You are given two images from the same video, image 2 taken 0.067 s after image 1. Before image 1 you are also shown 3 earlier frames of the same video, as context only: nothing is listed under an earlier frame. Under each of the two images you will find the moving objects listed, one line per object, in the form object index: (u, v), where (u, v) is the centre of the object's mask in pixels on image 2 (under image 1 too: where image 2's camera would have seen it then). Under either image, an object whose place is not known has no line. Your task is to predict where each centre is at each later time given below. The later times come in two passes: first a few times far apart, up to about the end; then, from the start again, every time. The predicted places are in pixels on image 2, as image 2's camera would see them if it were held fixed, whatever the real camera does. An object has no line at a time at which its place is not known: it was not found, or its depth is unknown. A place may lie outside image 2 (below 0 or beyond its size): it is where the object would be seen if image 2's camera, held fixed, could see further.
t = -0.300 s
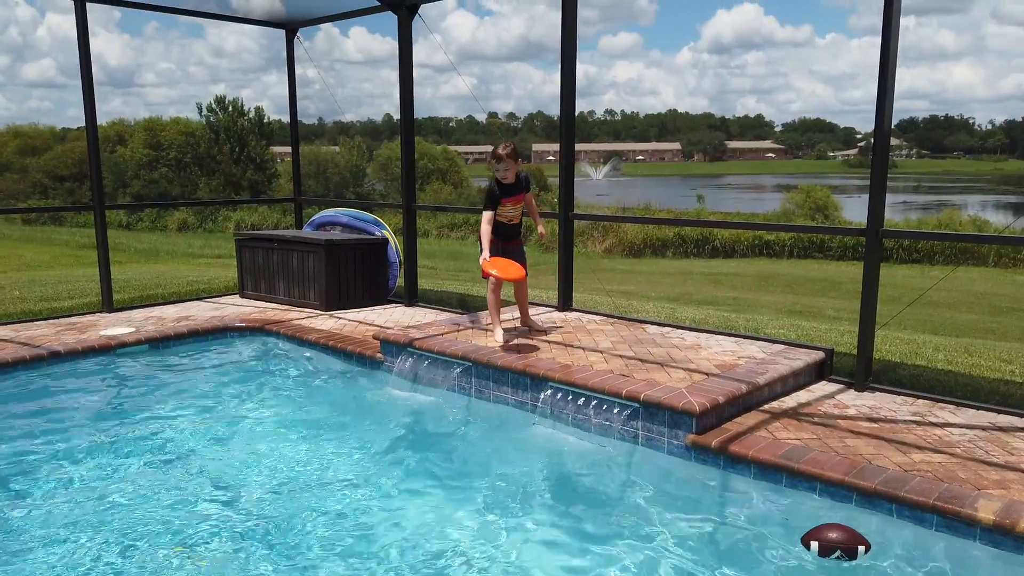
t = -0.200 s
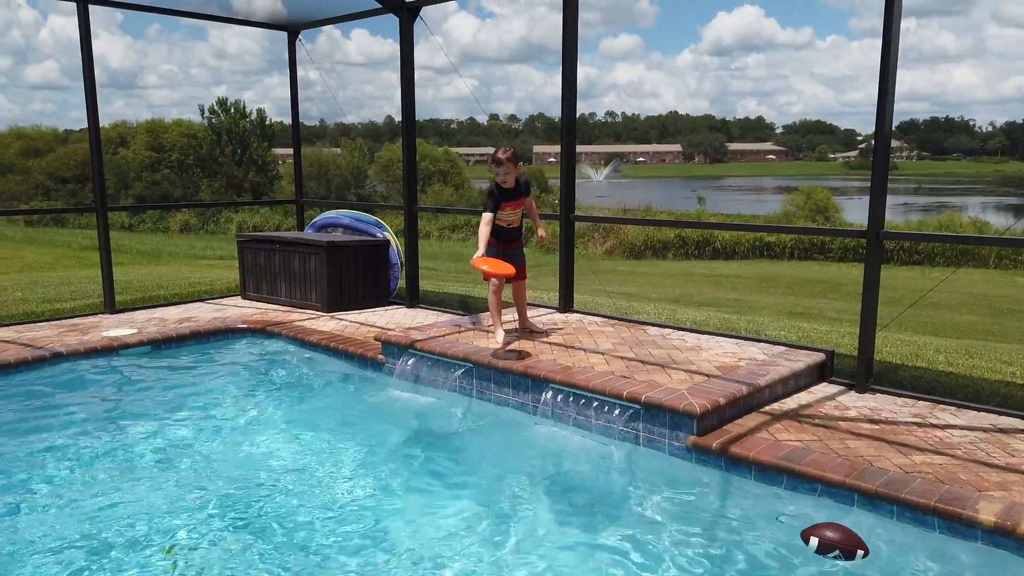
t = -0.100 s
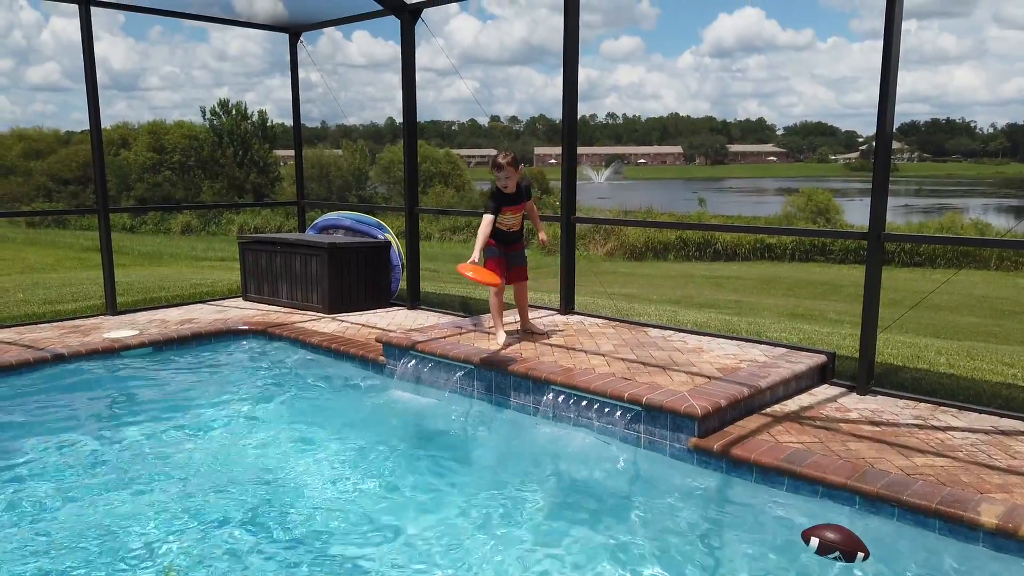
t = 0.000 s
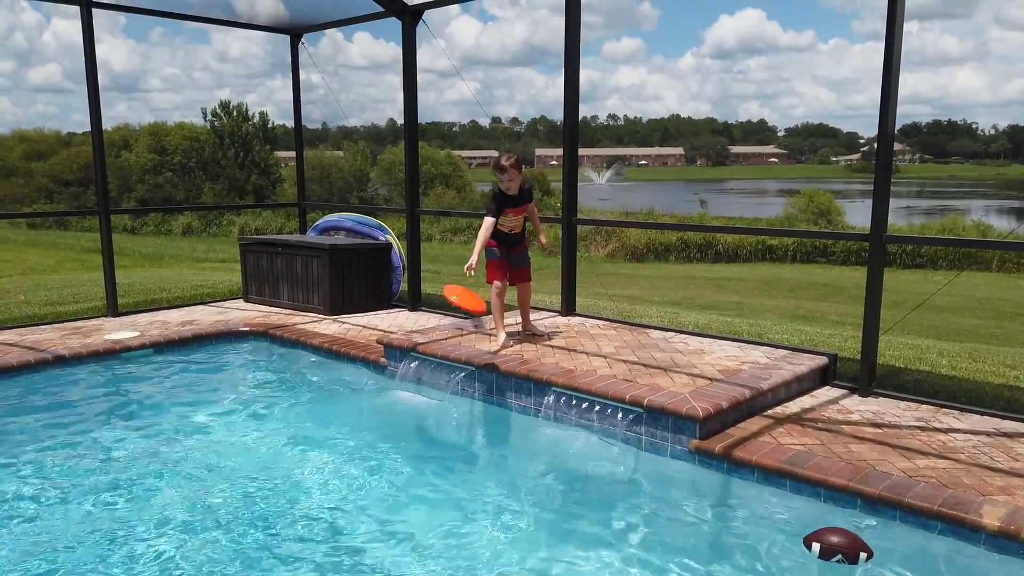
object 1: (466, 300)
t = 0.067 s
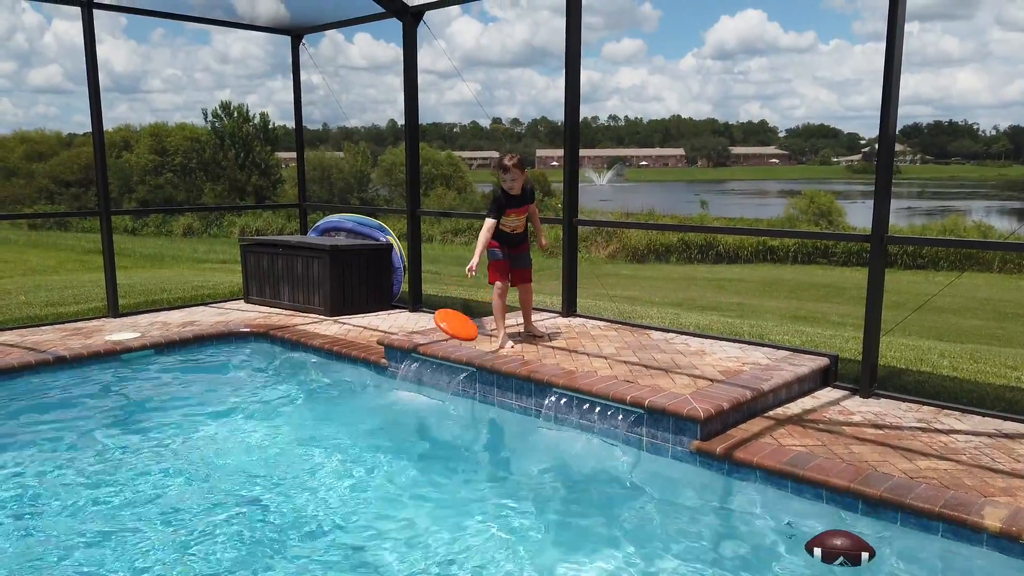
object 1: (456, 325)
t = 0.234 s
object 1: (437, 416)
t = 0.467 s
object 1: (436, 432)
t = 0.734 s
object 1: (435, 434)
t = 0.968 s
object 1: (434, 437)
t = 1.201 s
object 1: (433, 439)
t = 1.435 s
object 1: (433, 439)
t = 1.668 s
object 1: (433, 440)
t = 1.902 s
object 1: (438, 439)
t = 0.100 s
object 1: (452, 340)
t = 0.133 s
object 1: (447, 356)
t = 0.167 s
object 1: (443, 375)
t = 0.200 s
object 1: (440, 395)
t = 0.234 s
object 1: (437, 416)
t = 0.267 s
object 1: (434, 428)
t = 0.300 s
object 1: (435, 430)
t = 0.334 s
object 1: (435, 431)
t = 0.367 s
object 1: (435, 432)
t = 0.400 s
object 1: (436, 432)
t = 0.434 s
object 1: (436, 432)
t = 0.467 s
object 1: (436, 432)
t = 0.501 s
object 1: (437, 433)
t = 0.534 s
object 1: (437, 433)
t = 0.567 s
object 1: (436, 433)
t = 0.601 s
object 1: (436, 433)
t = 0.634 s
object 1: (435, 432)
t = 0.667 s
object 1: (435, 433)
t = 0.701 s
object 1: (435, 433)
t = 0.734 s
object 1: (435, 434)
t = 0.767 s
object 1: (435, 434)
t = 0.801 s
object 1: (434, 434)
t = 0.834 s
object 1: (434, 435)
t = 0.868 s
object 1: (434, 435)
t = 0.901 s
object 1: (434, 436)
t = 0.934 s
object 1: (434, 436)
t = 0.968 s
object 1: (434, 437)
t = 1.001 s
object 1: (434, 437)
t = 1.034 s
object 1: (433, 438)
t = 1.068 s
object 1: (433, 438)
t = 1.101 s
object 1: (434, 438)
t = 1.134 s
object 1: (434, 439)
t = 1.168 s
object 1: (434, 439)
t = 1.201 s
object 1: (433, 439)
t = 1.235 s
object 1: (434, 439)
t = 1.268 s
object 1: (434, 439)
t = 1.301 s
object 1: (433, 439)
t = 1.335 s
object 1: (433, 439)
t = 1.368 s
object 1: (433, 439)
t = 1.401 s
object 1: (433, 439)
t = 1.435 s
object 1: (433, 439)
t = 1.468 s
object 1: (433, 439)
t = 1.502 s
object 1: (433, 439)
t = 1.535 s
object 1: (433, 440)
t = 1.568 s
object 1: (433, 440)
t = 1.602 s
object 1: (433, 440)
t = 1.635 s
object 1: (433, 440)
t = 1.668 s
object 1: (433, 440)
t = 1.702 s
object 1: (433, 440)
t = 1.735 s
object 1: (434, 440)
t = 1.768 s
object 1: (435, 440)
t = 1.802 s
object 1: (436, 440)
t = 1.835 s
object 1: (436, 440)
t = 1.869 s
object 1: (437, 439)
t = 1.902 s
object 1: (438, 439)
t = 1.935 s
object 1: (438, 439)
